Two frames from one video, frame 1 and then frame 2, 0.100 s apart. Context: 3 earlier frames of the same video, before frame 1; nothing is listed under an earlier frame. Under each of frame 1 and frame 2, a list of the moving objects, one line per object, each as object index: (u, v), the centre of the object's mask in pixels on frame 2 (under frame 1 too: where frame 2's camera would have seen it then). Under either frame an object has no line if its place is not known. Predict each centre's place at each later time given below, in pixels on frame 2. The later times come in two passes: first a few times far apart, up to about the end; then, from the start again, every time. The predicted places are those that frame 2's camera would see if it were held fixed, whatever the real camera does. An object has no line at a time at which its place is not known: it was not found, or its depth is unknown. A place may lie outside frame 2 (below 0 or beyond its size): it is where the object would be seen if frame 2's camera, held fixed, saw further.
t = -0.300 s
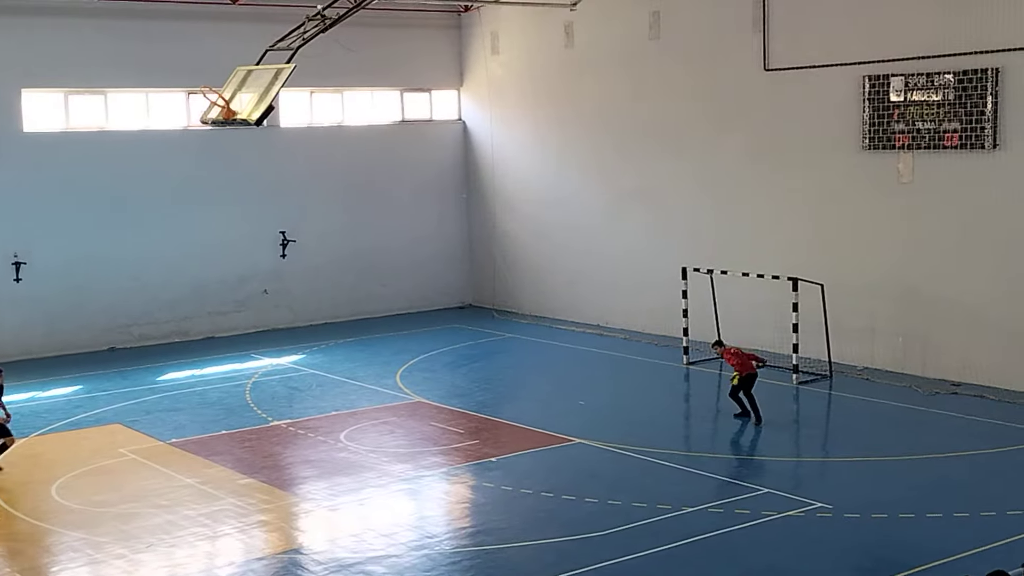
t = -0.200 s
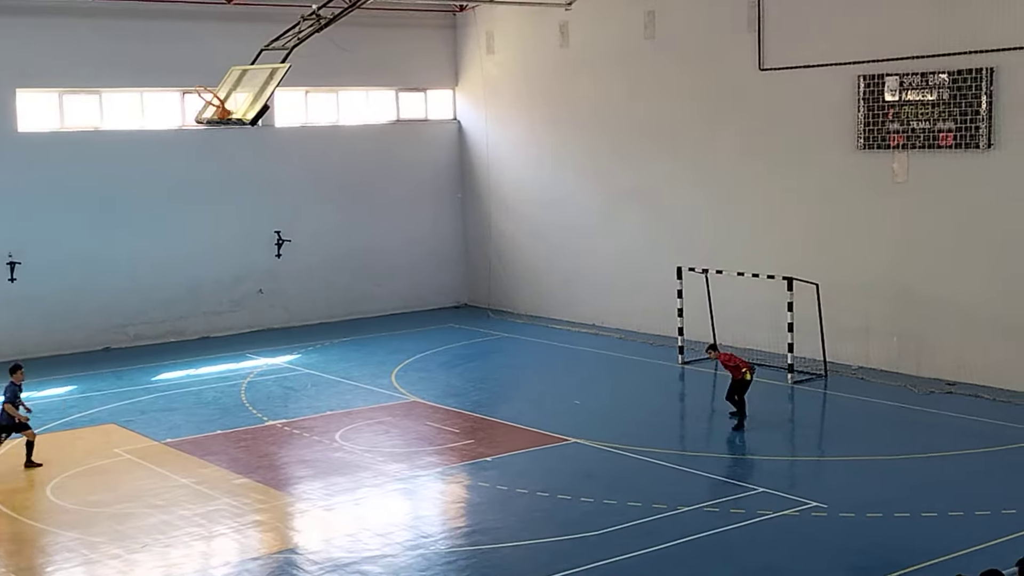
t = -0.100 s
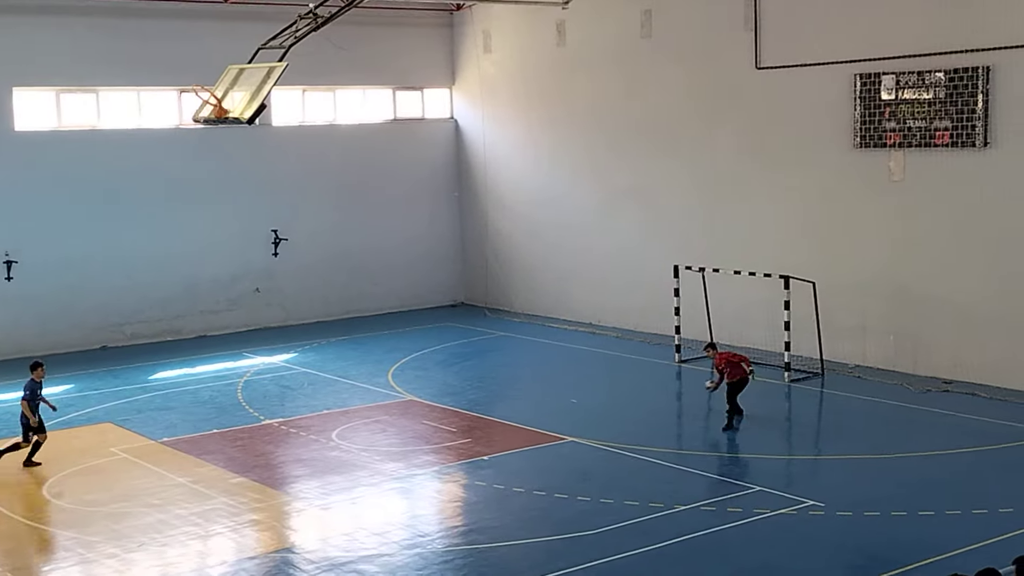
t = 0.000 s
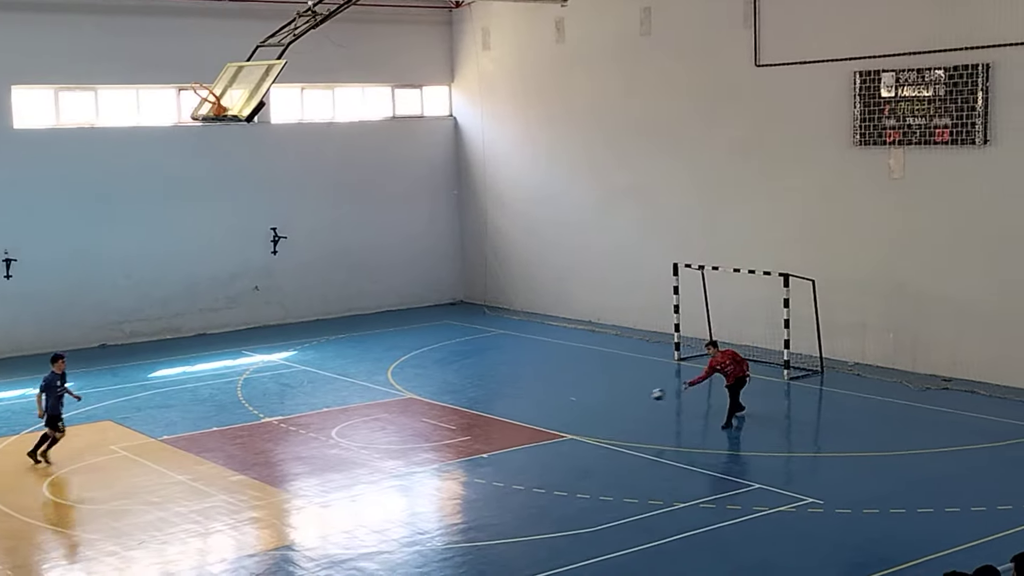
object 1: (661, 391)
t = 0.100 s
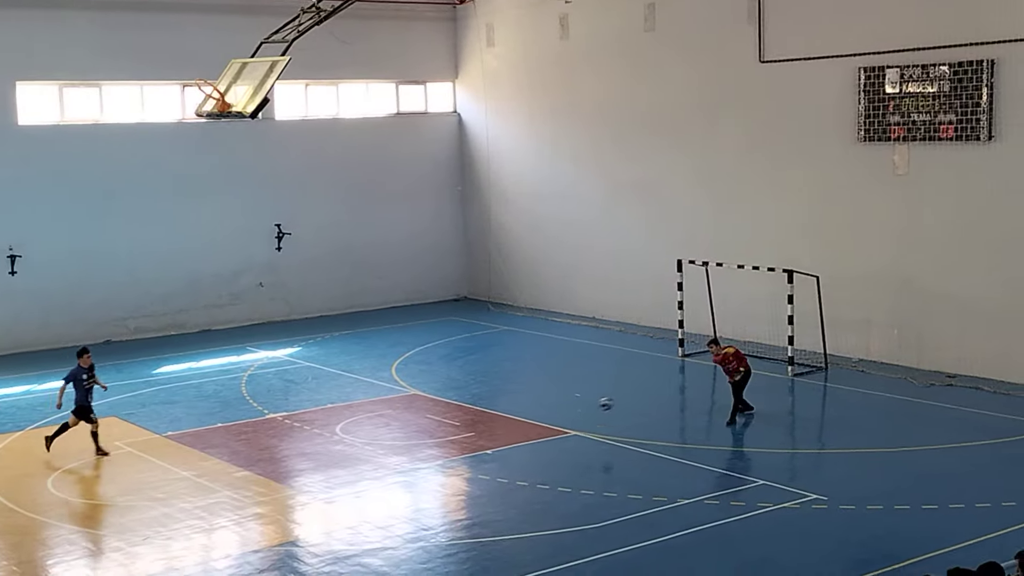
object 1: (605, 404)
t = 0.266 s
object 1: (499, 442)
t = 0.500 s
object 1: (348, 487)
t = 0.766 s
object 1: (168, 540)
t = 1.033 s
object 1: (-20, 589)
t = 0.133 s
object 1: (586, 409)
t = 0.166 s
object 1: (564, 415)
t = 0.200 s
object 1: (544, 423)
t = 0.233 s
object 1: (523, 432)
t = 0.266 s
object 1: (499, 442)
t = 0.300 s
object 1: (478, 453)
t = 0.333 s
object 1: (454, 465)
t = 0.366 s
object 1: (430, 478)
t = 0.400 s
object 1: (410, 480)
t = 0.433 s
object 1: (390, 481)
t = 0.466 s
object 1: (369, 483)
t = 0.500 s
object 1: (348, 487)
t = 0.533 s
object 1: (327, 491)
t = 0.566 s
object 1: (305, 497)
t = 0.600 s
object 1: (283, 503)
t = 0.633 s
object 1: (260, 510)
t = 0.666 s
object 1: (236, 519)
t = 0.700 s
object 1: (213, 529)
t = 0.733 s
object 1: (189, 538)
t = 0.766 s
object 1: (168, 540)
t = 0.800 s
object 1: (145, 542)
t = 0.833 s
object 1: (123, 547)
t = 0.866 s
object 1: (101, 551)
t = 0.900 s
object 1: (78, 558)
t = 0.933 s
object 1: (54, 565)
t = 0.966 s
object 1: (30, 574)
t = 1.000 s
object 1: (6, 584)
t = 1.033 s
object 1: (-20, 589)
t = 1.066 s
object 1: (-45, 593)
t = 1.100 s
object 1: (-72, 600)
